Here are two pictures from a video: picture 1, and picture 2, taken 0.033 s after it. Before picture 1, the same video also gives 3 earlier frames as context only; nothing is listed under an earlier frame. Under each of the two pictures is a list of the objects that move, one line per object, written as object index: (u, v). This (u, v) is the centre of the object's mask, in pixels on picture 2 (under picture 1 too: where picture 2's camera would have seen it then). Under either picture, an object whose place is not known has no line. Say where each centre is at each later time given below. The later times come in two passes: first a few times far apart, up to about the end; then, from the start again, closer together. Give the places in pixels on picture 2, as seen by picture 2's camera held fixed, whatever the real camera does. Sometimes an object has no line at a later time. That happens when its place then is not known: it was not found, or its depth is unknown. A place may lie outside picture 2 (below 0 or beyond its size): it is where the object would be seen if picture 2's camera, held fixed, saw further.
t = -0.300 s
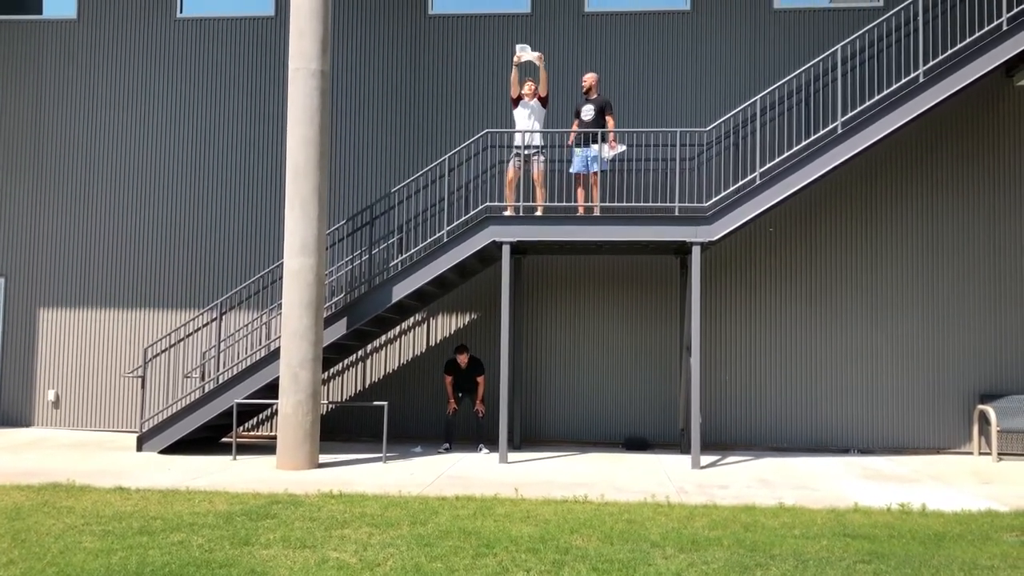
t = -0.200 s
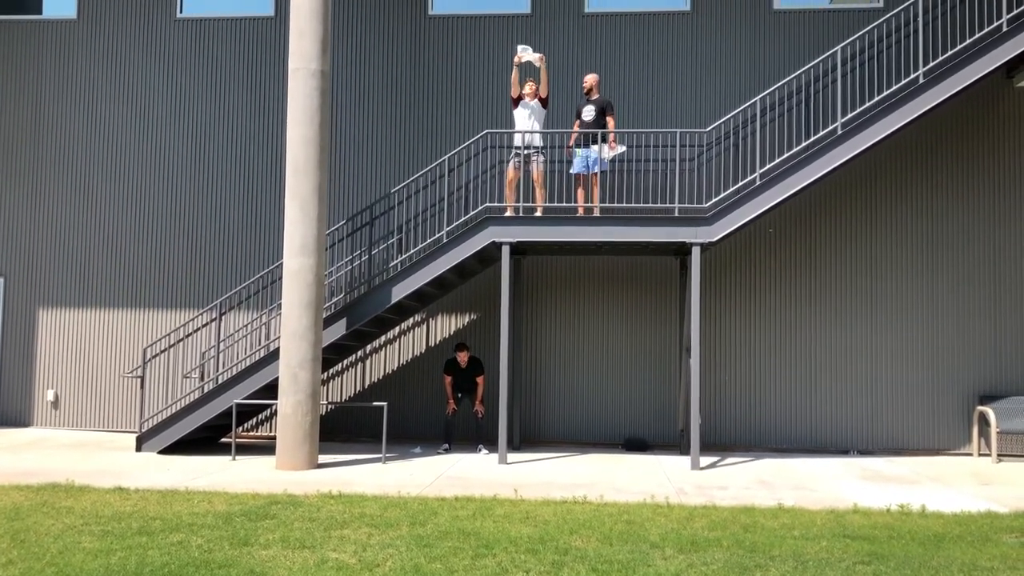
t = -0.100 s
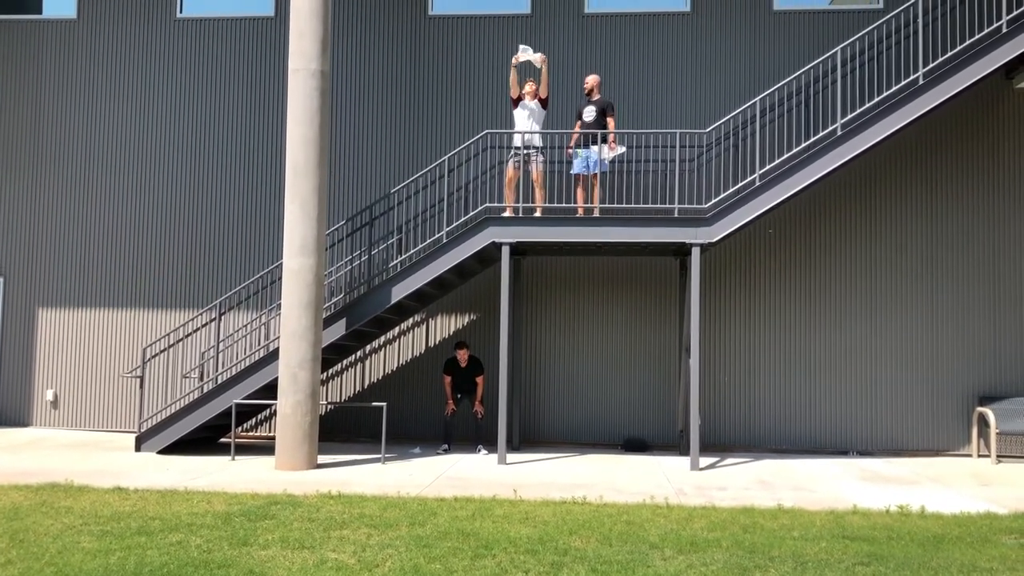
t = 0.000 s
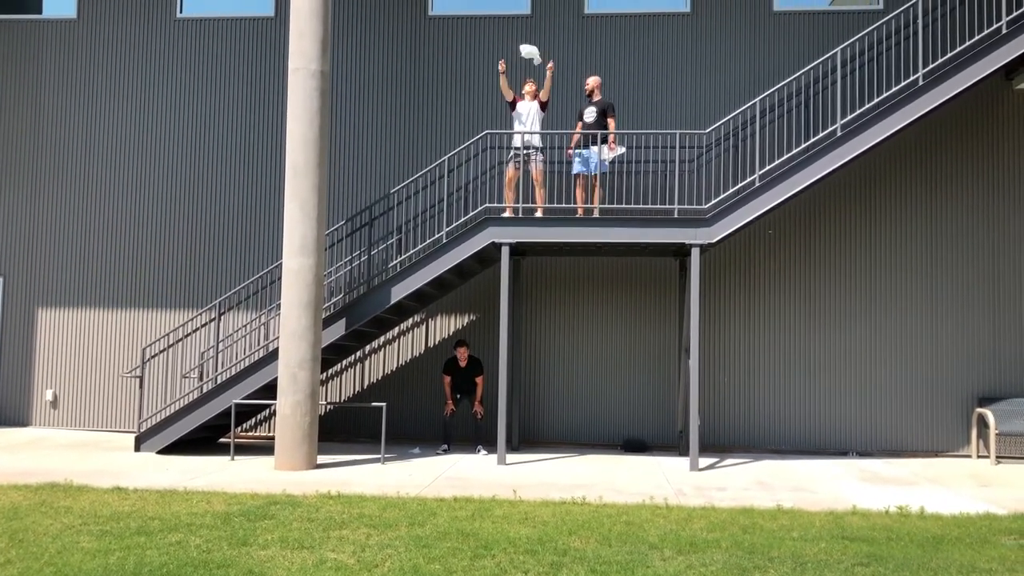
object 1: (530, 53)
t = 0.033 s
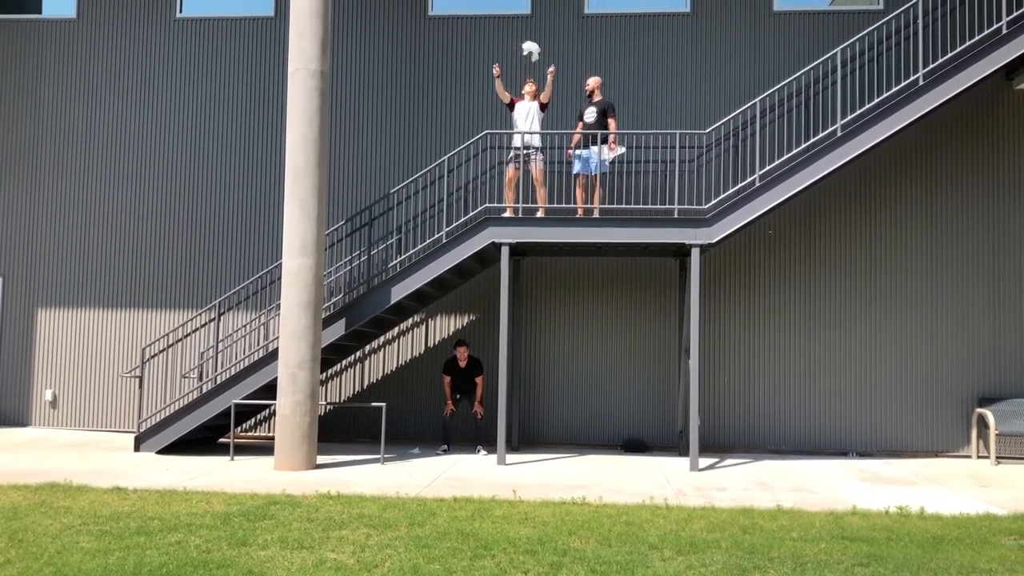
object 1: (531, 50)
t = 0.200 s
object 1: (524, 33)
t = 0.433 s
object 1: (508, 41)
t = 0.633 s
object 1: (486, 52)
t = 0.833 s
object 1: (466, 63)
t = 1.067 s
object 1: (438, 73)
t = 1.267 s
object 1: (418, 84)
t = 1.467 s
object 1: (396, 94)
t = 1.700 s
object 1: (372, 107)
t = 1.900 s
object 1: (349, 120)
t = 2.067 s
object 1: (331, 129)
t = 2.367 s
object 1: (284, 150)
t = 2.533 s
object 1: (272, 161)
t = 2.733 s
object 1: (256, 174)
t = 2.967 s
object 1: (241, 189)
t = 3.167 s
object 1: (234, 204)
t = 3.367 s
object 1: (222, 223)
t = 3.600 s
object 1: (208, 243)
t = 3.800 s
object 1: (199, 263)
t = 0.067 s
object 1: (530, 45)
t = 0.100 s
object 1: (529, 41)
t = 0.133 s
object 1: (528, 37)
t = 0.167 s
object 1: (526, 35)
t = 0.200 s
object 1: (524, 33)
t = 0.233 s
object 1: (522, 31)
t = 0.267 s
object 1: (520, 30)
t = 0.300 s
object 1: (518, 31)
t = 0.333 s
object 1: (516, 33)
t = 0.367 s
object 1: (513, 36)
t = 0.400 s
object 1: (511, 38)
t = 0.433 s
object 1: (508, 41)
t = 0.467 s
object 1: (504, 43)
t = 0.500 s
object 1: (500, 45)
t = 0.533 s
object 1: (497, 47)
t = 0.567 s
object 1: (493, 48)
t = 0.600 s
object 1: (489, 50)
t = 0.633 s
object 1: (486, 52)
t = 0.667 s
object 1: (483, 54)
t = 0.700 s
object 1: (480, 56)
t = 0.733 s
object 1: (477, 58)
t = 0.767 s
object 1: (473, 60)
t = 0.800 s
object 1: (469, 61)
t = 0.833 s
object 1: (466, 63)
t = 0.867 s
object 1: (462, 64)
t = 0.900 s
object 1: (459, 65)
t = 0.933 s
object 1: (455, 67)
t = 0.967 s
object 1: (451, 68)
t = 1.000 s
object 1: (446, 70)
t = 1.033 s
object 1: (442, 72)
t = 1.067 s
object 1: (438, 73)
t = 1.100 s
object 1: (434, 75)
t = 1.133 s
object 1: (431, 77)
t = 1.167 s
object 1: (427, 79)
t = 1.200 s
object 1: (424, 81)
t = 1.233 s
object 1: (421, 82)
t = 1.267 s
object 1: (418, 84)
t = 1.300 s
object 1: (415, 85)
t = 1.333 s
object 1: (411, 86)
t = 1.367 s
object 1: (407, 88)
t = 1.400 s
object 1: (404, 90)
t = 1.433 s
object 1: (400, 92)
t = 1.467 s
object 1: (396, 94)
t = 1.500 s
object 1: (392, 96)
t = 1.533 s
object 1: (388, 98)
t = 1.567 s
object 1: (385, 99)
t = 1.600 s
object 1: (381, 101)
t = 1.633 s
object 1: (378, 103)
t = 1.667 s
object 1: (375, 105)
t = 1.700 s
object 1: (372, 107)
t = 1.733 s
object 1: (368, 108)
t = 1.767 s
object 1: (364, 111)
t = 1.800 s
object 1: (360, 113)
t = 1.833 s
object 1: (357, 115)
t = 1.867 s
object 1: (353, 117)
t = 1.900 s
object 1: (349, 120)
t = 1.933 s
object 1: (344, 122)
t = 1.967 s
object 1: (339, 124)
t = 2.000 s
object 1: (335, 126)
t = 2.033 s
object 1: (333, 128)
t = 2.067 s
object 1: (331, 129)
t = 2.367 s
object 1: (284, 150)
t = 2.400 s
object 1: (282, 152)
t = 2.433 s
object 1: (279, 155)
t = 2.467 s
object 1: (277, 157)
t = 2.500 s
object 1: (274, 159)
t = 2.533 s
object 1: (272, 161)
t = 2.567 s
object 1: (270, 163)
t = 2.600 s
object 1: (267, 165)
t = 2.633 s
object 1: (264, 167)
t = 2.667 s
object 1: (261, 170)
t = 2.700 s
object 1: (259, 172)
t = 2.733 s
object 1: (256, 174)
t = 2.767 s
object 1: (252, 176)
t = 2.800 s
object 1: (249, 178)
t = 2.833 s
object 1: (247, 180)
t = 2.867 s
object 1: (246, 182)
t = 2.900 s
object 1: (244, 185)
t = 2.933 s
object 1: (243, 187)
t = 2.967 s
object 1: (241, 189)
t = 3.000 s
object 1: (240, 192)
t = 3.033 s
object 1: (239, 194)
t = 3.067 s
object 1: (238, 196)
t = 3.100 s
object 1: (236, 198)
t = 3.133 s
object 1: (235, 201)
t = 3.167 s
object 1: (234, 204)
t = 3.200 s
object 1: (233, 206)
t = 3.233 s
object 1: (231, 210)
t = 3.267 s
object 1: (229, 213)
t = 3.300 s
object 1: (228, 216)
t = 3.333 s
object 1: (225, 219)
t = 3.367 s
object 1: (222, 223)
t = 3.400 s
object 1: (220, 226)
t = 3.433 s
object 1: (217, 229)
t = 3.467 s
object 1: (214, 231)
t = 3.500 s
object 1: (212, 234)
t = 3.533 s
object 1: (211, 237)
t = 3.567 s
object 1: (209, 240)
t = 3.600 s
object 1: (208, 243)
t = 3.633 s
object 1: (206, 246)
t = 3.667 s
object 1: (205, 249)
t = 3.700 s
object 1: (203, 253)
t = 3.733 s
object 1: (202, 256)
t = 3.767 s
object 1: (200, 259)
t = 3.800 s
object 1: (199, 263)
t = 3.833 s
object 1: (197, 267)
